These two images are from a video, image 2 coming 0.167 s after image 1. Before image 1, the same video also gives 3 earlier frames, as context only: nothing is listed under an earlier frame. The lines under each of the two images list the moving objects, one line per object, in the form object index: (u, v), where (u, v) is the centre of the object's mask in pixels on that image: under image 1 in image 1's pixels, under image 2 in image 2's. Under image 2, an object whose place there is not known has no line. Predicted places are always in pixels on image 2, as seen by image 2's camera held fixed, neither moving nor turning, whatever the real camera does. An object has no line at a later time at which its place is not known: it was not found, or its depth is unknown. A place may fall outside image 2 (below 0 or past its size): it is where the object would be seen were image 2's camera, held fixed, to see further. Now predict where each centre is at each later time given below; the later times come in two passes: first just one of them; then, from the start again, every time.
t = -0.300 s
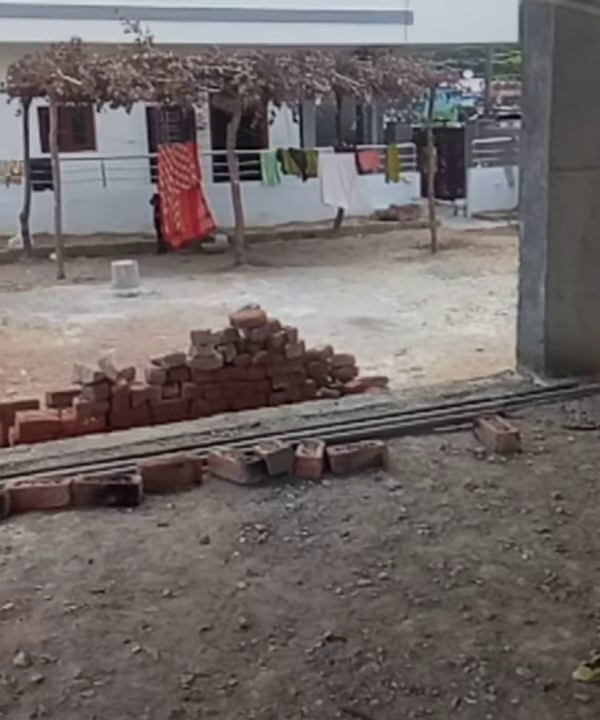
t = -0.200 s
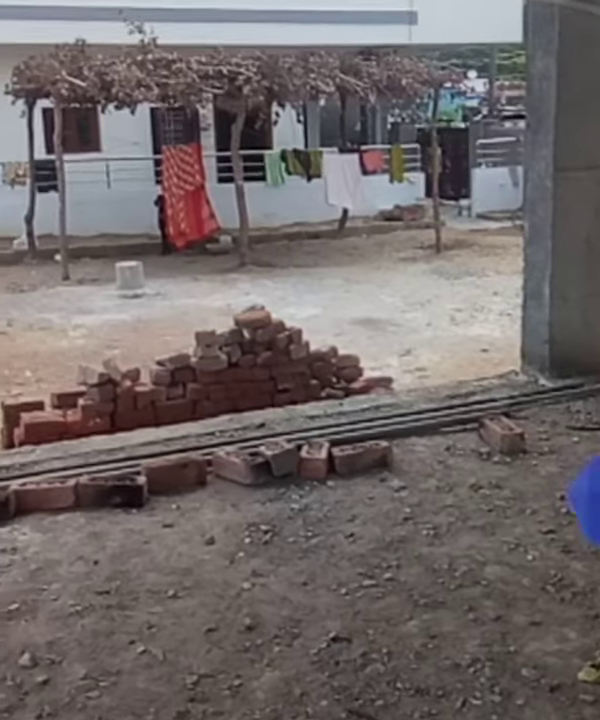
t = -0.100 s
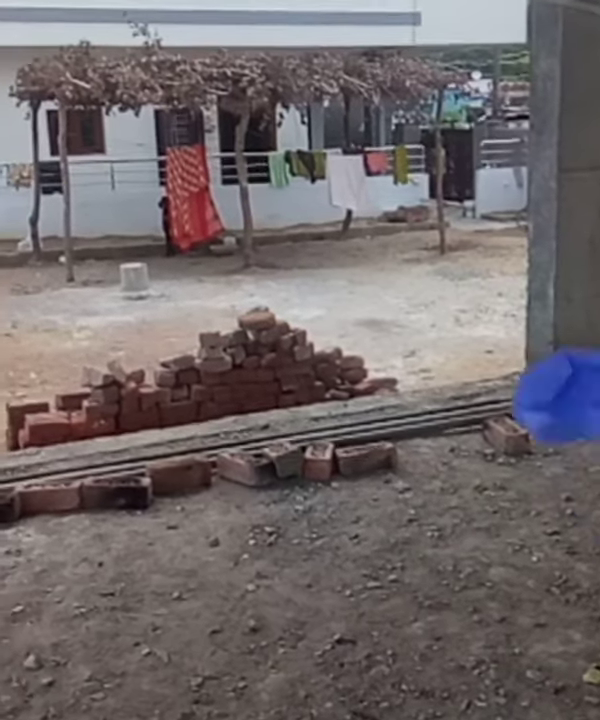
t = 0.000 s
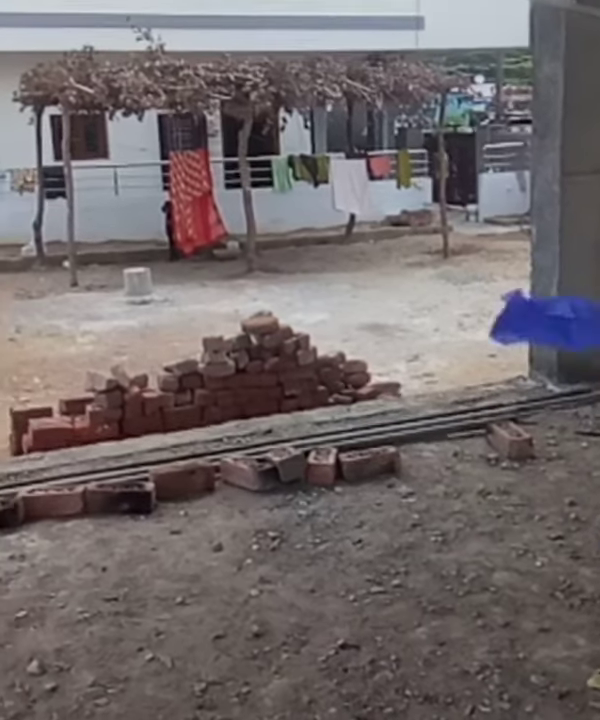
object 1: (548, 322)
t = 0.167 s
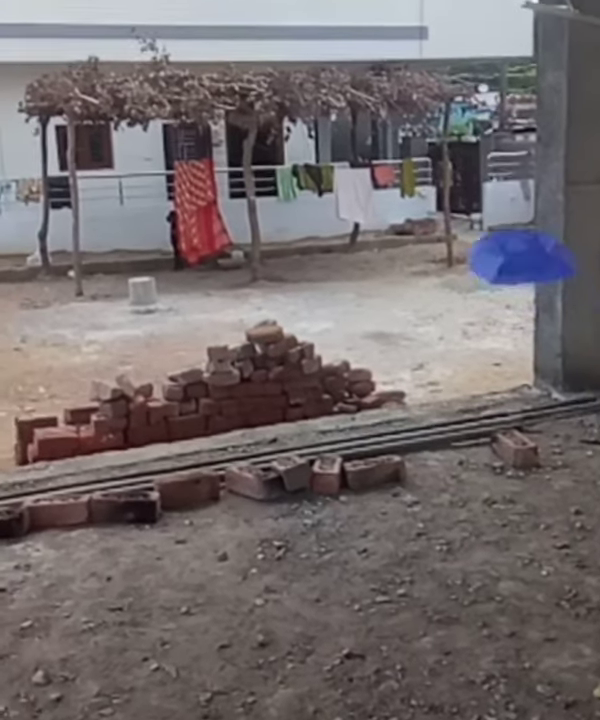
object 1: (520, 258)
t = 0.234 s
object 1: (514, 236)
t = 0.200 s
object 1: (517, 245)
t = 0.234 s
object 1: (514, 236)
